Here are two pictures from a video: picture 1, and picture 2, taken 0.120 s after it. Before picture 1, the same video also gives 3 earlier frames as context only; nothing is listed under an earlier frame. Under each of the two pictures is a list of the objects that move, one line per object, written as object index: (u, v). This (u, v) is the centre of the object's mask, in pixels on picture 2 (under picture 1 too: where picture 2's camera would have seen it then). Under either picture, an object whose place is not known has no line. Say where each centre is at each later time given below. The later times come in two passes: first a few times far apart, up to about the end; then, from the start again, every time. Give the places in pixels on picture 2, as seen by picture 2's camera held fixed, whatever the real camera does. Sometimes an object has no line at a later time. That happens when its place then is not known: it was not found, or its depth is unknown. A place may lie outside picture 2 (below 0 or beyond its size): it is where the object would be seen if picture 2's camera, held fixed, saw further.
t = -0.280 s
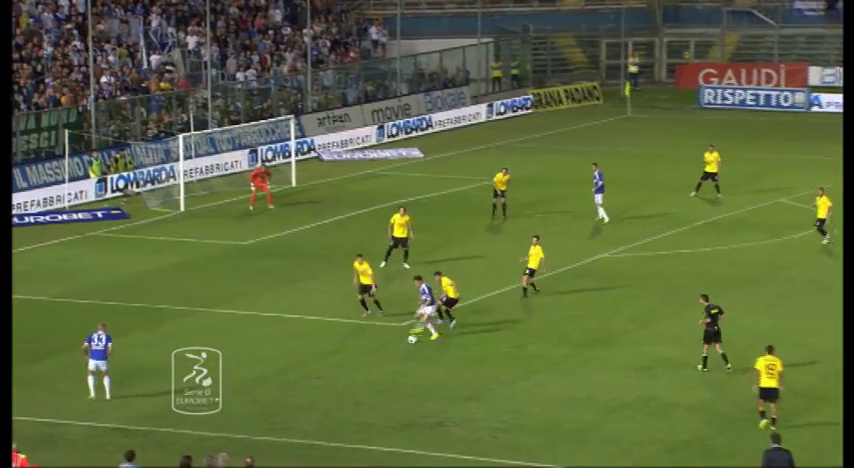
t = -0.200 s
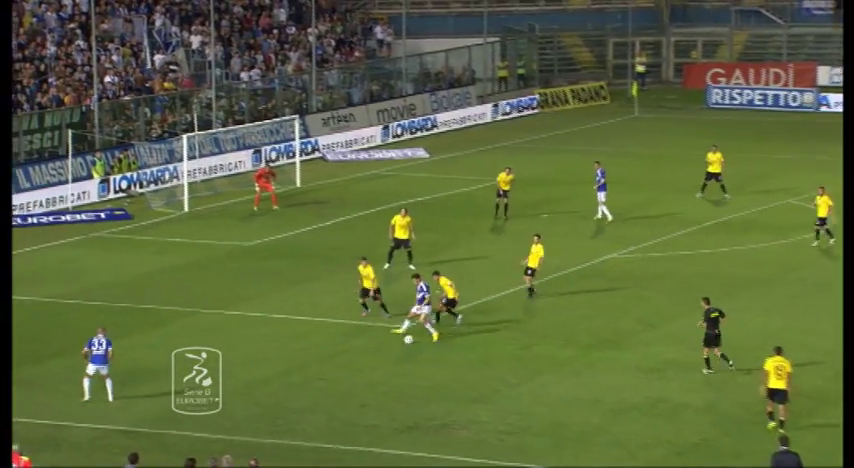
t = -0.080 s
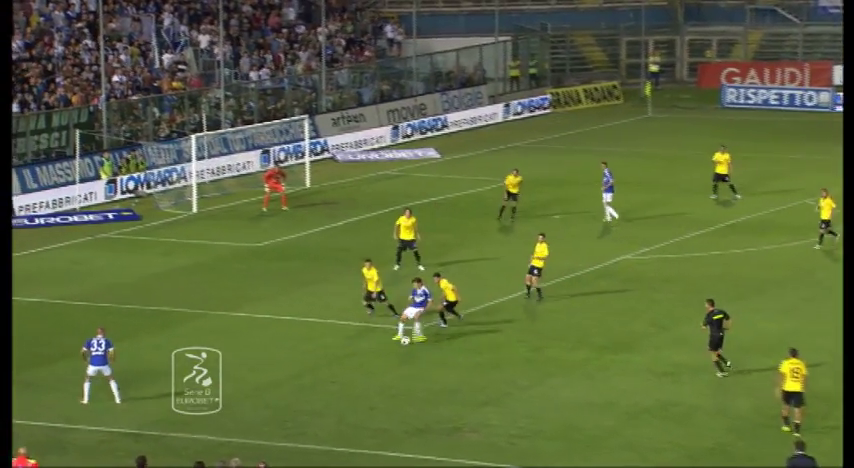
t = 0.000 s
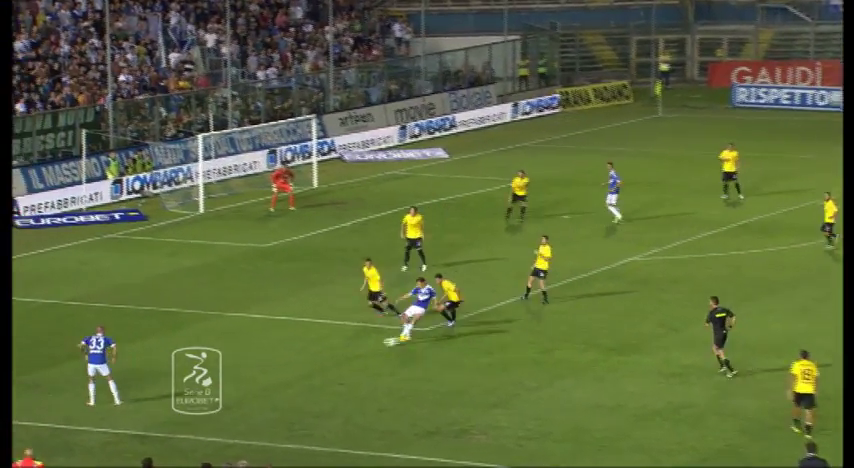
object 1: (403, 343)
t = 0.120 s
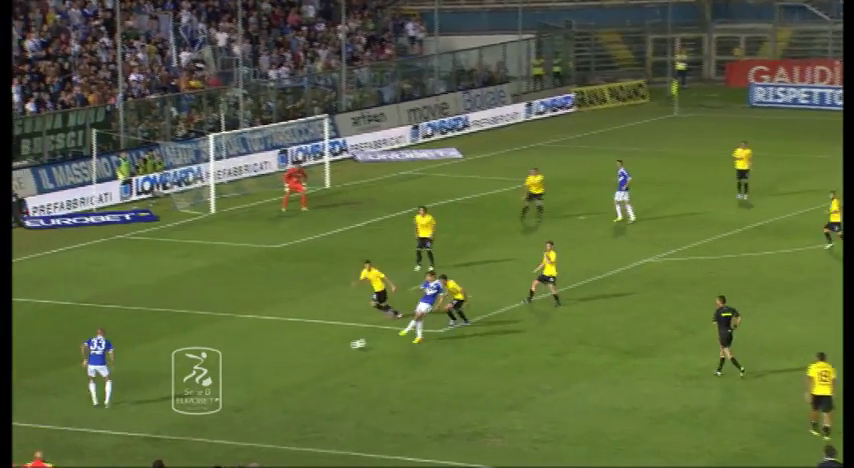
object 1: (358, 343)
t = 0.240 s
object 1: (313, 348)
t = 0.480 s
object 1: (236, 351)
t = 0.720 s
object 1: (175, 354)
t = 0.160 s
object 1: (343, 345)
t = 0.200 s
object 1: (328, 347)
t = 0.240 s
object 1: (313, 348)
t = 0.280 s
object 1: (292, 348)
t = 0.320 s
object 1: (279, 349)
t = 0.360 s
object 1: (268, 350)
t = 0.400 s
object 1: (254, 351)
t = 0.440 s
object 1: (243, 352)
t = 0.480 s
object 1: (236, 351)
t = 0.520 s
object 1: (220, 352)
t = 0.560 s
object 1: (216, 352)
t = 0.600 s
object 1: (205, 353)
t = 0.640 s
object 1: (194, 355)
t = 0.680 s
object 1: (184, 355)
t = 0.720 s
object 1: (175, 354)
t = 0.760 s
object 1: (164, 354)
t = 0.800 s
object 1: (155, 354)
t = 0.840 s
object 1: (146, 356)
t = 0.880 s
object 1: (136, 357)
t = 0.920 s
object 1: (127, 357)
